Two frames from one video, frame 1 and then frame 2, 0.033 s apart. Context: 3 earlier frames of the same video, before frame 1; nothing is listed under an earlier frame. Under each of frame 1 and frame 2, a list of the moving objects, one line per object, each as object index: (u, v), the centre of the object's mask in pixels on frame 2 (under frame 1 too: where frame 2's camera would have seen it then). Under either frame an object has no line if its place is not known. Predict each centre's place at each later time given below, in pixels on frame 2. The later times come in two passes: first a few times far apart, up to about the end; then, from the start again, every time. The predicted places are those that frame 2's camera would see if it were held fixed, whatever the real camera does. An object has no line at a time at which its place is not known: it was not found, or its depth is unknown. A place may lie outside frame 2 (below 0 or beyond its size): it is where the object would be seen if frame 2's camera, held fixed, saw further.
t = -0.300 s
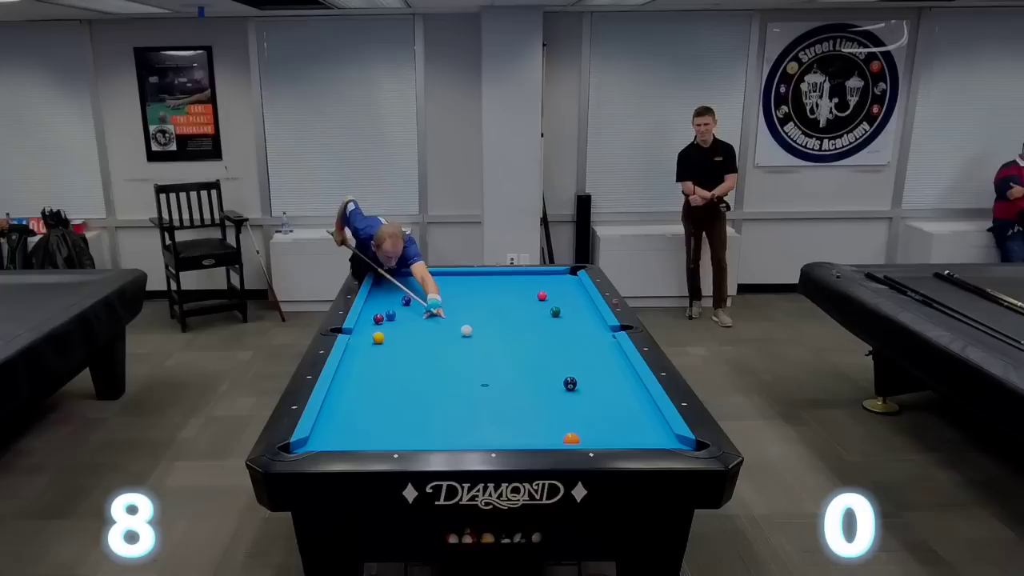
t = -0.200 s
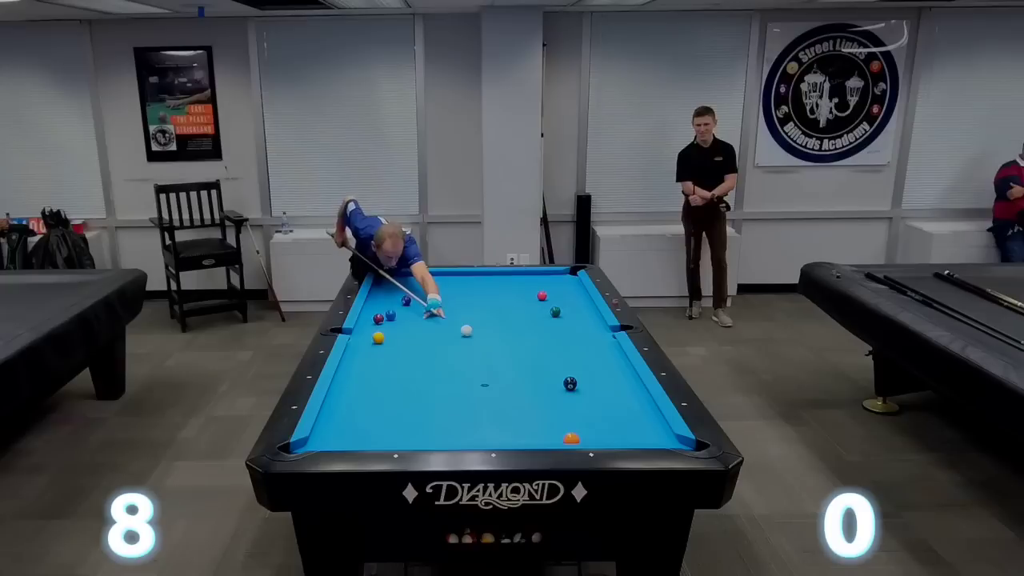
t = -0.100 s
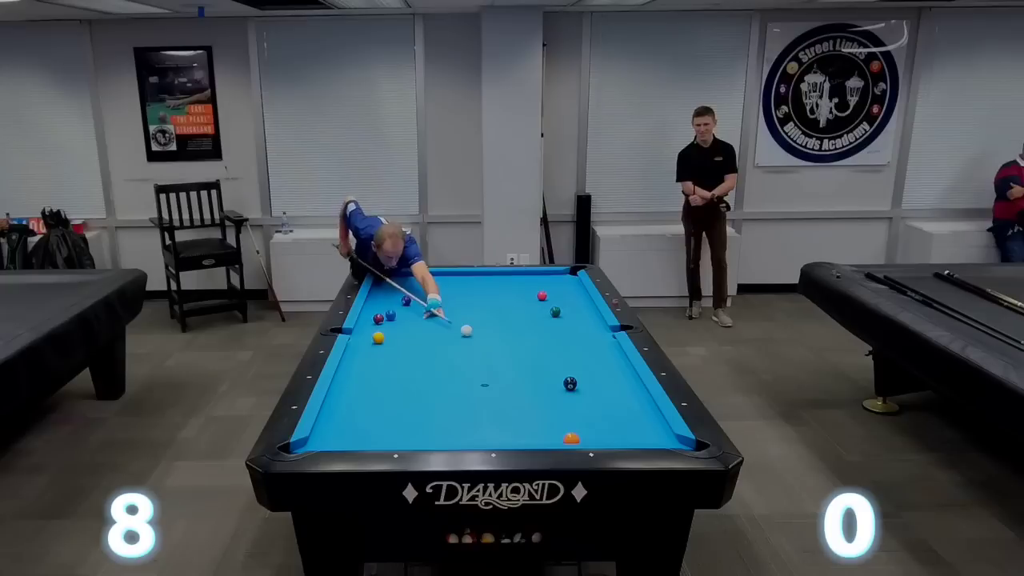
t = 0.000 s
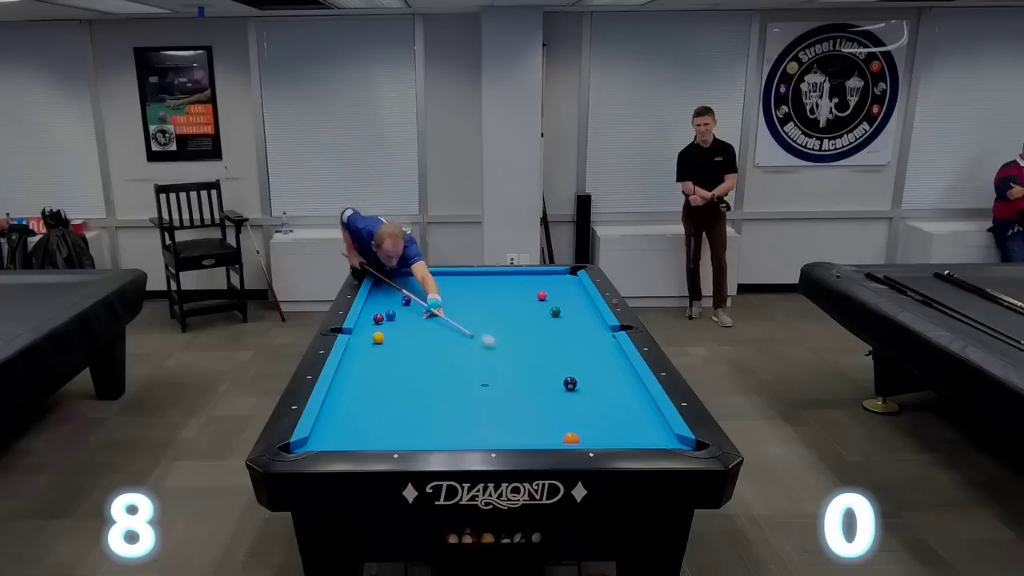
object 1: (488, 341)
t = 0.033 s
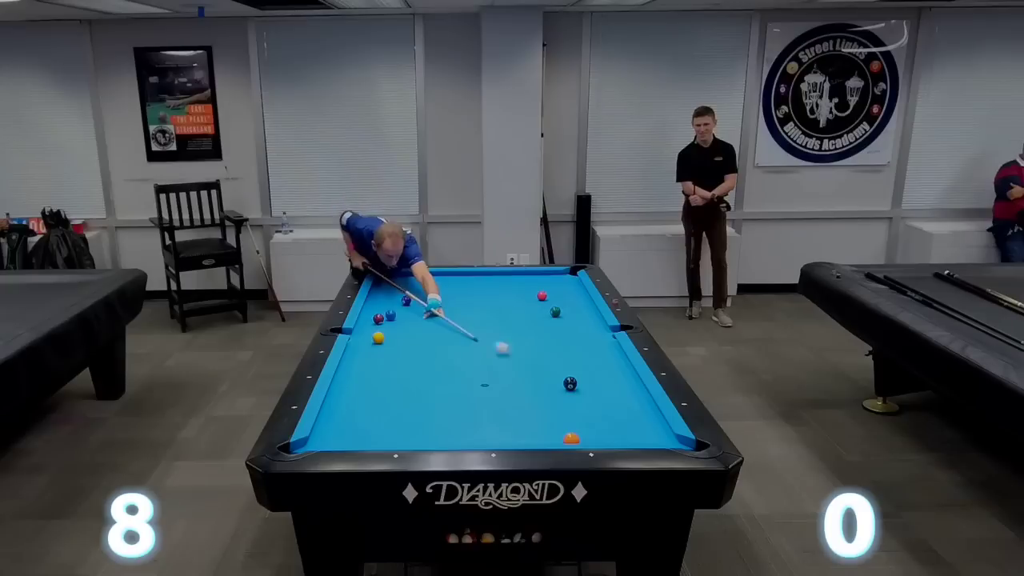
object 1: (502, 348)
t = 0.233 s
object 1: (567, 379)
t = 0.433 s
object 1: (579, 379)
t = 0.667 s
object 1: (593, 379)
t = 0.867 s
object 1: (603, 379)
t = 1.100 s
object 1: (615, 379)
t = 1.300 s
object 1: (624, 379)
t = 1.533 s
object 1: (634, 379)
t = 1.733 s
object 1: (630, 379)
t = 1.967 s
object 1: (626, 379)
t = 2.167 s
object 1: (623, 379)
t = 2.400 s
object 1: (620, 380)
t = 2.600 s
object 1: (619, 380)
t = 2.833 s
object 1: (618, 380)
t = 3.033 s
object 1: (618, 380)
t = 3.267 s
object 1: (618, 380)
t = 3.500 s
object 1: (618, 380)
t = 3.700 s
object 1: (618, 380)
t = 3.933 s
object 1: (618, 379)
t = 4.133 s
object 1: (618, 379)
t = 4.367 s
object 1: (617, 380)
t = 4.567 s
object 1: (617, 380)
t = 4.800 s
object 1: (617, 380)
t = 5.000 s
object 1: (617, 380)
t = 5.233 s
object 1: (617, 380)
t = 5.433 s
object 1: (617, 380)
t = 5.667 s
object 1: (617, 380)
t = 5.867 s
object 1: (617, 380)
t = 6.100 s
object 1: (617, 380)
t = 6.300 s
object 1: (617, 380)
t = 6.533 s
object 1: (618, 380)
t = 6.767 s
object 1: (617, 380)
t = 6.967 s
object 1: (617, 380)
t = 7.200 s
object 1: (617, 380)
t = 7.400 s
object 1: (617, 380)
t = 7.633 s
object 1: (617, 380)
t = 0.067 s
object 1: (517, 355)
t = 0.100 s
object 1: (531, 363)
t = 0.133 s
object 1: (547, 371)
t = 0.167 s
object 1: (561, 377)
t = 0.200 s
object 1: (565, 379)
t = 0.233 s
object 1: (567, 379)
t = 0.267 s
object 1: (569, 379)
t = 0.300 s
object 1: (571, 379)
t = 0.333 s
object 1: (573, 379)
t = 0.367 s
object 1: (575, 379)
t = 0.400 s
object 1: (577, 379)
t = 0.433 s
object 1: (579, 379)
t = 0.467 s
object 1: (581, 379)
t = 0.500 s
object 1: (583, 379)
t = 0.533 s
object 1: (585, 379)
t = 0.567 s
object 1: (587, 379)
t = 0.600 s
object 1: (589, 379)
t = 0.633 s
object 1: (591, 379)
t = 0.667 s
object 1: (593, 379)
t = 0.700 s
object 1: (594, 379)
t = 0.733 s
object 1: (596, 379)
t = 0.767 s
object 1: (598, 379)
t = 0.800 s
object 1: (600, 379)
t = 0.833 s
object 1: (602, 379)
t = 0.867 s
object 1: (603, 379)
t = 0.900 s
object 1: (605, 379)
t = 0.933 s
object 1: (607, 379)
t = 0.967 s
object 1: (609, 379)
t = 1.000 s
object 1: (610, 379)
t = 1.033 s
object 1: (612, 379)
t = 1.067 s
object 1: (613, 379)
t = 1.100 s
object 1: (615, 379)
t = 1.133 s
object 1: (617, 379)
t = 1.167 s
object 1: (618, 379)
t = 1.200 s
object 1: (620, 379)
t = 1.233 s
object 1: (621, 379)
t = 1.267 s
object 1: (623, 379)
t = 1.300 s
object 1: (624, 379)
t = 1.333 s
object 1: (625, 379)
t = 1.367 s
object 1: (627, 379)
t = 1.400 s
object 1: (628, 379)
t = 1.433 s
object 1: (630, 379)
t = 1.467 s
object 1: (631, 379)
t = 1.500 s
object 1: (632, 379)
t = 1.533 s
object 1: (634, 379)
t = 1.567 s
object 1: (634, 379)
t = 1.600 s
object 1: (633, 379)
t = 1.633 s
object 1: (632, 379)
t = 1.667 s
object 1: (632, 379)
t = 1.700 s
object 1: (631, 379)
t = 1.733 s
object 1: (630, 379)
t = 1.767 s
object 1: (629, 379)
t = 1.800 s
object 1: (629, 379)
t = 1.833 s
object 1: (628, 379)
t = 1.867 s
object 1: (627, 379)
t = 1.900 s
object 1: (627, 379)
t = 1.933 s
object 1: (626, 379)
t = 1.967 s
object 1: (626, 379)
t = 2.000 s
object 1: (625, 379)
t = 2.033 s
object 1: (625, 379)
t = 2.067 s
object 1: (624, 379)
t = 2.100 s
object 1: (624, 379)
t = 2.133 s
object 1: (623, 379)
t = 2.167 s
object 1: (623, 379)
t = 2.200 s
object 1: (622, 380)
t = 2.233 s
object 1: (622, 379)
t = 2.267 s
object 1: (621, 379)
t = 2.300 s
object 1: (621, 379)
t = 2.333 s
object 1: (621, 379)
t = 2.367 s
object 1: (620, 380)
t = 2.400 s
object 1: (620, 380)
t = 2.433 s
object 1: (620, 380)
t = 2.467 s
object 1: (619, 380)
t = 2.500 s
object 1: (619, 380)
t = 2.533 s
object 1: (619, 380)
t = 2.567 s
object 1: (619, 380)
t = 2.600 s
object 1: (619, 380)
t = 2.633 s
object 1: (618, 380)
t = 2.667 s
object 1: (618, 380)
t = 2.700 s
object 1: (618, 380)
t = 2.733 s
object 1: (618, 380)
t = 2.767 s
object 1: (618, 380)
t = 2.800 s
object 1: (618, 380)
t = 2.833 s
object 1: (618, 380)
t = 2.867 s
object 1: (618, 380)
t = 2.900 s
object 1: (618, 380)
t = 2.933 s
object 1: (618, 380)
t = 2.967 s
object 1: (618, 380)
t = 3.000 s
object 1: (618, 380)
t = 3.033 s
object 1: (618, 380)
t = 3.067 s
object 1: (618, 380)
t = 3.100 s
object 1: (618, 380)
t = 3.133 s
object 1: (618, 380)
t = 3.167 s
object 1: (618, 380)
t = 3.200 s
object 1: (618, 380)
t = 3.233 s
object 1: (618, 380)
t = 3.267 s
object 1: (618, 380)
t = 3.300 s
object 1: (618, 380)
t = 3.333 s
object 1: (618, 380)
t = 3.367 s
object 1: (618, 380)
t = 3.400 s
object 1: (618, 380)
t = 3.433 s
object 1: (618, 380)
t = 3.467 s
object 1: (618, 380)
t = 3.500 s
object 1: (618, 380)
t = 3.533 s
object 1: (618, 380)
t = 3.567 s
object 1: (618, 380)
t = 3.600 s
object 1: (618, 380)
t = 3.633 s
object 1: (618, 380)
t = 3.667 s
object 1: (617, 380)
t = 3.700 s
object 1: (618, 380)
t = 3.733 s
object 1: (618, 380)
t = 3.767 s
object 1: (618, 380)
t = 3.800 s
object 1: (618, 380)
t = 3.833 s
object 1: (618, 380)
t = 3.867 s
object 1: (618, 380)
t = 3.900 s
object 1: (618, 380)
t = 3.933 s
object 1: (618, 379)
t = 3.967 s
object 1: (618, 380)
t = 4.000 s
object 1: (618, 380)
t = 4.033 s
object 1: (618, 380)
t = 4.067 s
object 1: (617, 380)
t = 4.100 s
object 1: (618, 380)
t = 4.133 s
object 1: (618, 379)
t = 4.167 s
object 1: (618, 380)
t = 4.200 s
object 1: (618, 379)
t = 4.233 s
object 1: (617, 380)
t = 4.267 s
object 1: (618, 380)
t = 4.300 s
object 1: (617, 380)
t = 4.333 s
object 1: (617, 380)
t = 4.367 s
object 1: (617, 380)
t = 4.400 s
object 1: (617, 380)
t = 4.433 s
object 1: (618, 380)
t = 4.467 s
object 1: (618, 380)
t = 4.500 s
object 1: (618, 380)
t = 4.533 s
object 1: (618, 380)
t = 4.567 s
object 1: (617, 380)
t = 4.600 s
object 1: (617, 380)
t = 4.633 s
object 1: (617, 380)
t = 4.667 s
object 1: (617, 380)
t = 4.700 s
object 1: (617, 380)
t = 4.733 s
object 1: (618, 379)
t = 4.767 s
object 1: (618, 379)
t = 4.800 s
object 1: (617, 380)
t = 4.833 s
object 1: (617, 380)
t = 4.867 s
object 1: (618, 380)
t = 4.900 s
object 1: (618, 380)
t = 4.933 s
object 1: (618, 380)
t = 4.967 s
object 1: (617, 380)
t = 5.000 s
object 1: (617, 380)
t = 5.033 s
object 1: (617, 380)
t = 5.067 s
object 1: (617, 380)
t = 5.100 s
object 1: (617, 380)
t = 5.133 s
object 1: (618, 379)
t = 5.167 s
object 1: (617, 380)
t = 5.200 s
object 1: (618, 380)
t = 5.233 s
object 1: (617, 380)
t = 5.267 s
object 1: (617, 380)
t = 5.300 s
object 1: (618, 380)
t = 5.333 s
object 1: (618, 380)
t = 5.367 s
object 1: (617, 380)
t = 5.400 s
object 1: (617, 380)
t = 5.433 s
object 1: (617, 380)
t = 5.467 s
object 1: (617, 380)
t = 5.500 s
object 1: (617, 380)
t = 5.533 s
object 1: (617, 380)
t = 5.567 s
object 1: (617, 380)
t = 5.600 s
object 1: (617, 380)
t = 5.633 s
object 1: (617, 380)
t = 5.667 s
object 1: (617, 380)
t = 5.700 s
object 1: (617, 380)
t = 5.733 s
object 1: (617, 380)
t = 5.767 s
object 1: (617, 380)
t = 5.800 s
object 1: (617, 380)
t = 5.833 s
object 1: (617, 380)
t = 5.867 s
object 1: (617, 380)
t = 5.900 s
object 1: (617, 380)
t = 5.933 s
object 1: (618, 380)
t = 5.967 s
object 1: (618, 380)
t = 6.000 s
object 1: (618, 380)
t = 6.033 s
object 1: (618, 380)
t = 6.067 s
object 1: (617, 380)
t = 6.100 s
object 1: (617, 380)
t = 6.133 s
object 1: (617, 380)
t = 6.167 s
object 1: (617, 379)
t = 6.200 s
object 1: (617, 379)
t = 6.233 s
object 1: (617, 380)
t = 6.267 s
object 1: (617, 380)
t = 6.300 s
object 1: (617, 380)
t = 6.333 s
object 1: (617, 380)
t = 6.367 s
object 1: (617, 380)
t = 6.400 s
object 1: (617, 380)
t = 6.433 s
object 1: (618, 380)
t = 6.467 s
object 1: (618, 380)
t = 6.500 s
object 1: (618, 380)
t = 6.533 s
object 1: (618, 380)
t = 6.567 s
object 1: (617, 380)
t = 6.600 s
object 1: (617, 380)
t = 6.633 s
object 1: (617, 380)
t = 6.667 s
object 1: (617, 380)
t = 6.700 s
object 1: (617, 379)
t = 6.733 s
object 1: (617, 380)
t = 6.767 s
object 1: (617, 380)
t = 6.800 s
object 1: (617, 380)
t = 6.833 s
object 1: (618, 379)
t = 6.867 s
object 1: (618, 379)
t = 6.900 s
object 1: (617, 380)
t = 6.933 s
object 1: (617, 380)
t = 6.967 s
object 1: (617, 380)
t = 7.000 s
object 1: (617, 380)
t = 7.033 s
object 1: (617, 379)
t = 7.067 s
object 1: (617, 380)
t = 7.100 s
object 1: (618, 380)
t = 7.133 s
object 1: (618, 380)
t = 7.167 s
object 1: (618, 380)
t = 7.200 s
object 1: (617, 380)
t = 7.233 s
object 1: (617, 379)
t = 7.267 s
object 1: (617, 380)
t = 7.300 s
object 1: (617, 380)
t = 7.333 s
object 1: (617, 380)
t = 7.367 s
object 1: (618, 380)
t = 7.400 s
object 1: (617, 380)
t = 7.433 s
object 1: (618, 380)
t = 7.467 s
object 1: (618, 380)
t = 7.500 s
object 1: (617, 380)
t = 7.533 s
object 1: (617, 380)
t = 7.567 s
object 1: (617, 379)
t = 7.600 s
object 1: (617, 380)
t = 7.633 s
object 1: (617, 380)
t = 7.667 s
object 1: (617, 380)
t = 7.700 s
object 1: (617, 380)
